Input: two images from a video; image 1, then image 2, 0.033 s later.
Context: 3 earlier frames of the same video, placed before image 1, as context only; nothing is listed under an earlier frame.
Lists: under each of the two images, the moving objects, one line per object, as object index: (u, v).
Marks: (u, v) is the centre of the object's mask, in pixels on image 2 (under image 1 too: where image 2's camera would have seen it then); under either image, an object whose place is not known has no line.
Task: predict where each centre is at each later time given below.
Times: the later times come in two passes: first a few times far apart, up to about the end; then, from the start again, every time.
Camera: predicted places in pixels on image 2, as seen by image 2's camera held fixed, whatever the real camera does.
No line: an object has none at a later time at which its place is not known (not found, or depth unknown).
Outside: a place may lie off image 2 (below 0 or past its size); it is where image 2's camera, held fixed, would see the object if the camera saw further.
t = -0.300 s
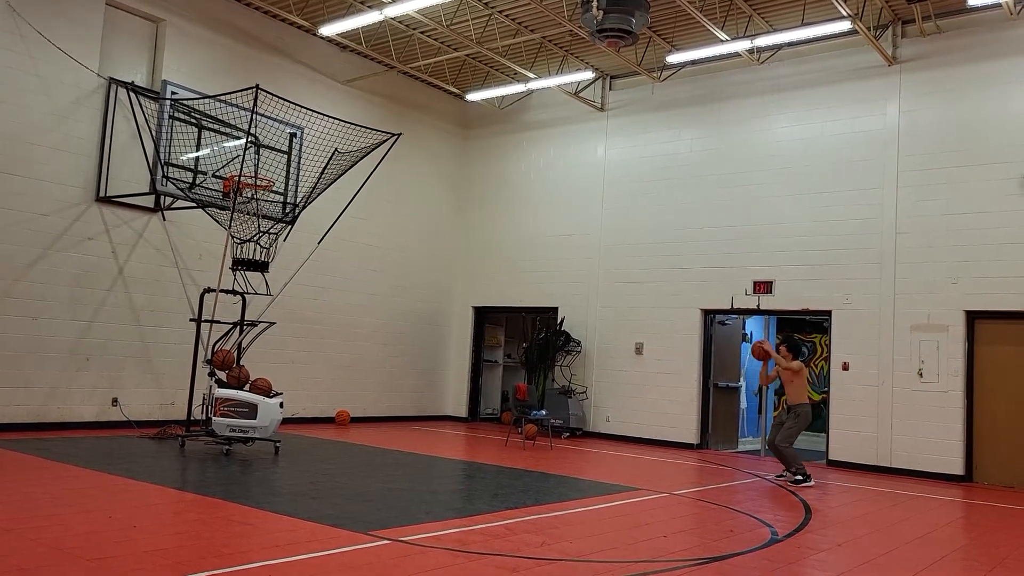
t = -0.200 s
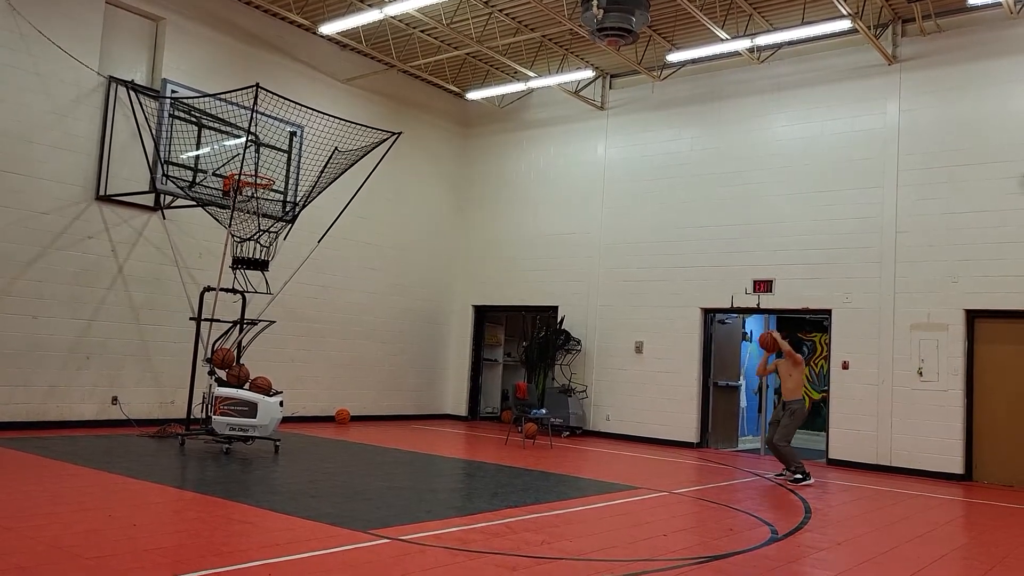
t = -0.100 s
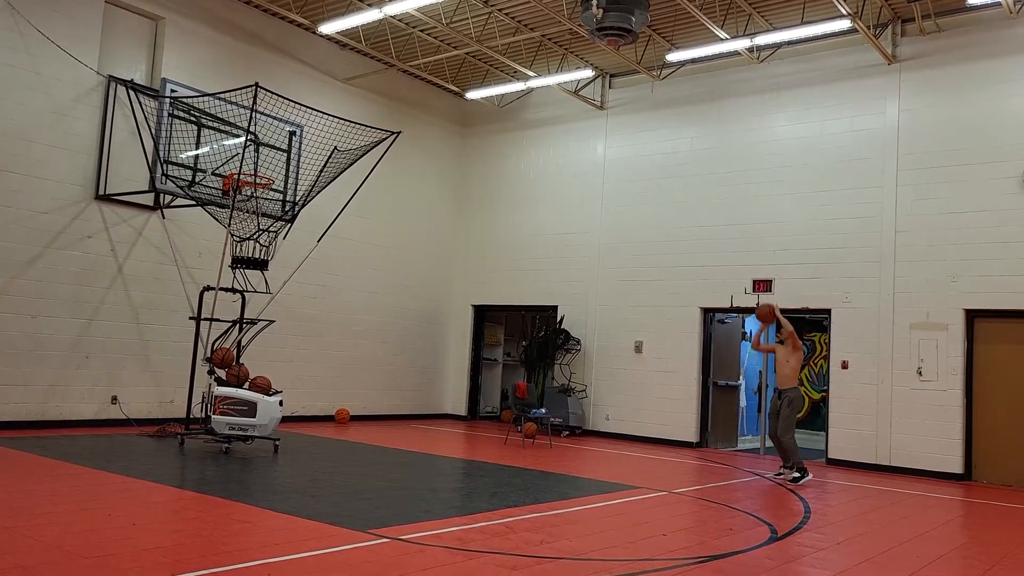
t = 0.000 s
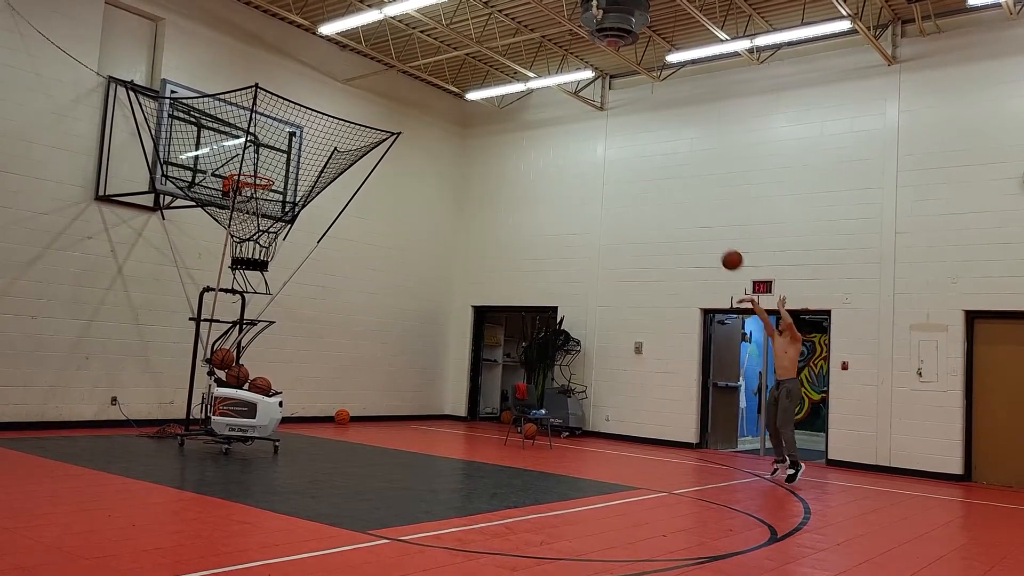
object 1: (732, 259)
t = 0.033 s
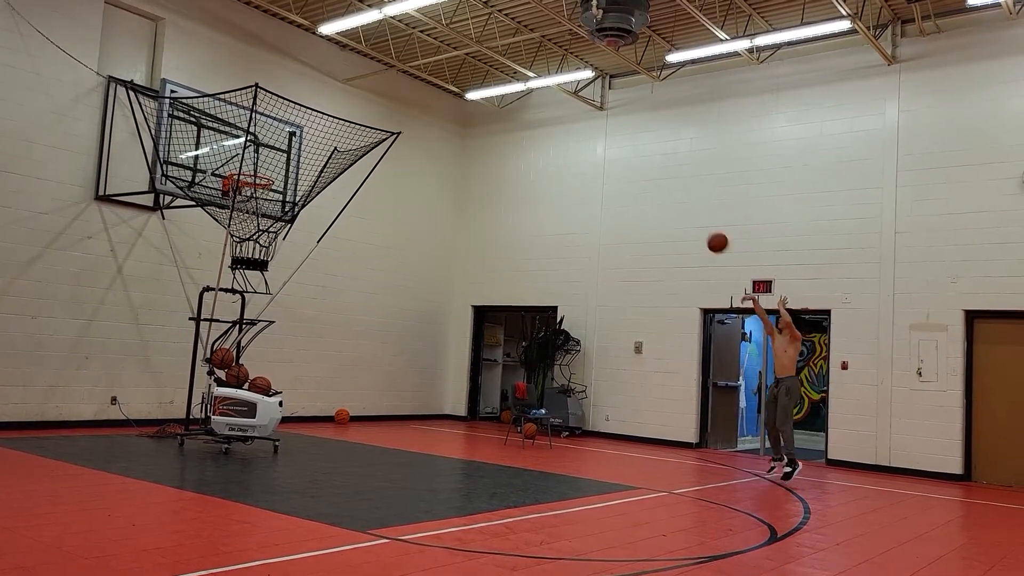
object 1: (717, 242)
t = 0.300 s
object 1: (604, 142)
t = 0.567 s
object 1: (491, 103)
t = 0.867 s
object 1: (361, 129)
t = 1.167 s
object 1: (319, 203)
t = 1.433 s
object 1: (308, 169)
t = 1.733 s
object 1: (255, 155)
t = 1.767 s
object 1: (249, 157)
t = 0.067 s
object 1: (703, 226)
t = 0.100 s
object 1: (689, 211)
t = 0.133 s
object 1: (675, 197)
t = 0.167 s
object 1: (660, 184)
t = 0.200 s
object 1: (646, 172)
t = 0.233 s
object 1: (632, 161)
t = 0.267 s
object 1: (618, 151)
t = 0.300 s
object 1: (604, 142)
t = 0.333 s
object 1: (590, 133)
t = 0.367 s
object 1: (575, 126)
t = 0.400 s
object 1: (561, 120)
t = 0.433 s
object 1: (547, 114)
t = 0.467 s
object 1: (533, 110)
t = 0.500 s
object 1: (519, 107)
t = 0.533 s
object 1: (505, 105)
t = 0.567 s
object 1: (491, 103)
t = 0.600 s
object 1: (477, 102)
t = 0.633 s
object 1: (462, 102)
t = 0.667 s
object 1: (448, 103)
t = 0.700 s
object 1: (434, 105)
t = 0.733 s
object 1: (419, 108)
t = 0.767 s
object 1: (405, 112)
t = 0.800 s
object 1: (390, 117)
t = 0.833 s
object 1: (376, 122)
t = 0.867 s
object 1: (361, 129)
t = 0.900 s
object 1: (347, 136)
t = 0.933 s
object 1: (332, 145)
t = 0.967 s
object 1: (317, 154)
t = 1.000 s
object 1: (302, 164)
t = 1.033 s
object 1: (288, 175)
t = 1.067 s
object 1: (284, 184)
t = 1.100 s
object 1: (296, 191)
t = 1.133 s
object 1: (308, 197)
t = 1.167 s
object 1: (319, 203)
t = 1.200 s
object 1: (326, 207)
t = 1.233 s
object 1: (330, 206)
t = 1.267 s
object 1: (330, 203)
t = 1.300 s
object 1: (328, 196)
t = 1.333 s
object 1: (324, 188)
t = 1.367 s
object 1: (319, 181)
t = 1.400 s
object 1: (314, 174)
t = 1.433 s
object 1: (308, 169)
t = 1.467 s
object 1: (303, 163)
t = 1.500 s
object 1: (298, 159)
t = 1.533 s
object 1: (292, 156)
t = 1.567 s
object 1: (286, 153)
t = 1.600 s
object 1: (280, 152)
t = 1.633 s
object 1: (274, 151)
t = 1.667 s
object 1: (267, 152)
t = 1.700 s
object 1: (261, 153)
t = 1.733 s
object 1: (255, 155)
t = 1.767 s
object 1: (249, 157)
